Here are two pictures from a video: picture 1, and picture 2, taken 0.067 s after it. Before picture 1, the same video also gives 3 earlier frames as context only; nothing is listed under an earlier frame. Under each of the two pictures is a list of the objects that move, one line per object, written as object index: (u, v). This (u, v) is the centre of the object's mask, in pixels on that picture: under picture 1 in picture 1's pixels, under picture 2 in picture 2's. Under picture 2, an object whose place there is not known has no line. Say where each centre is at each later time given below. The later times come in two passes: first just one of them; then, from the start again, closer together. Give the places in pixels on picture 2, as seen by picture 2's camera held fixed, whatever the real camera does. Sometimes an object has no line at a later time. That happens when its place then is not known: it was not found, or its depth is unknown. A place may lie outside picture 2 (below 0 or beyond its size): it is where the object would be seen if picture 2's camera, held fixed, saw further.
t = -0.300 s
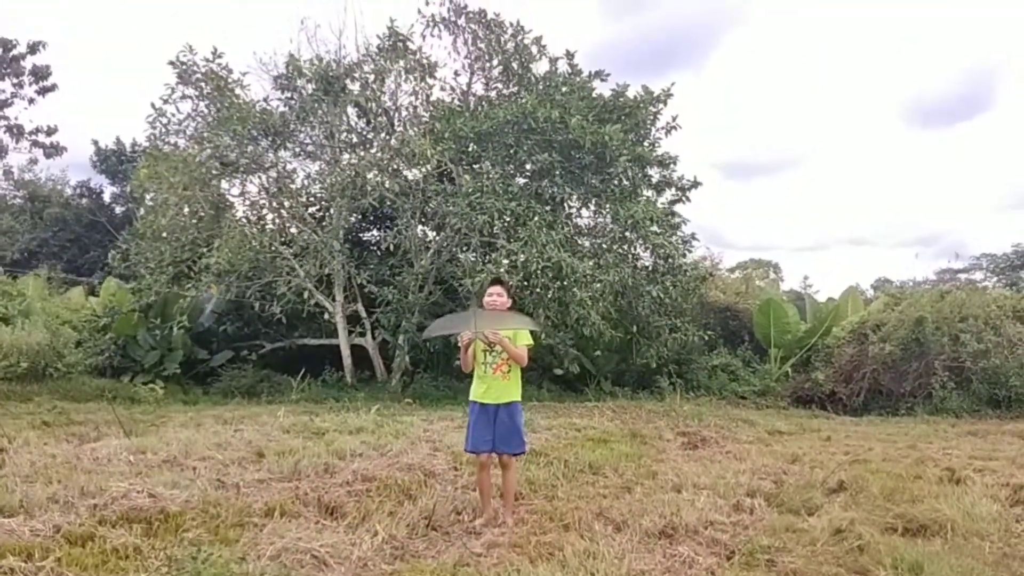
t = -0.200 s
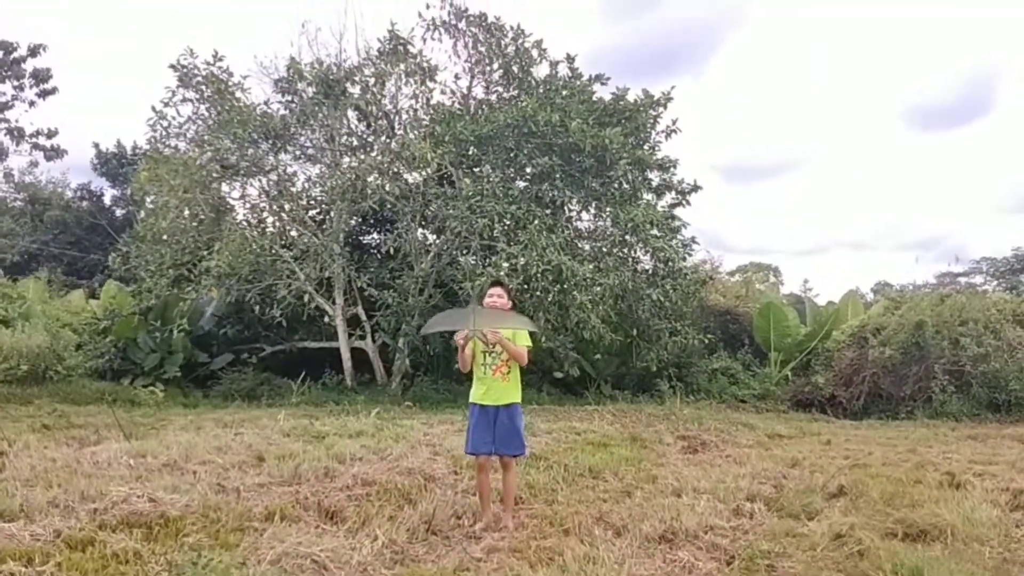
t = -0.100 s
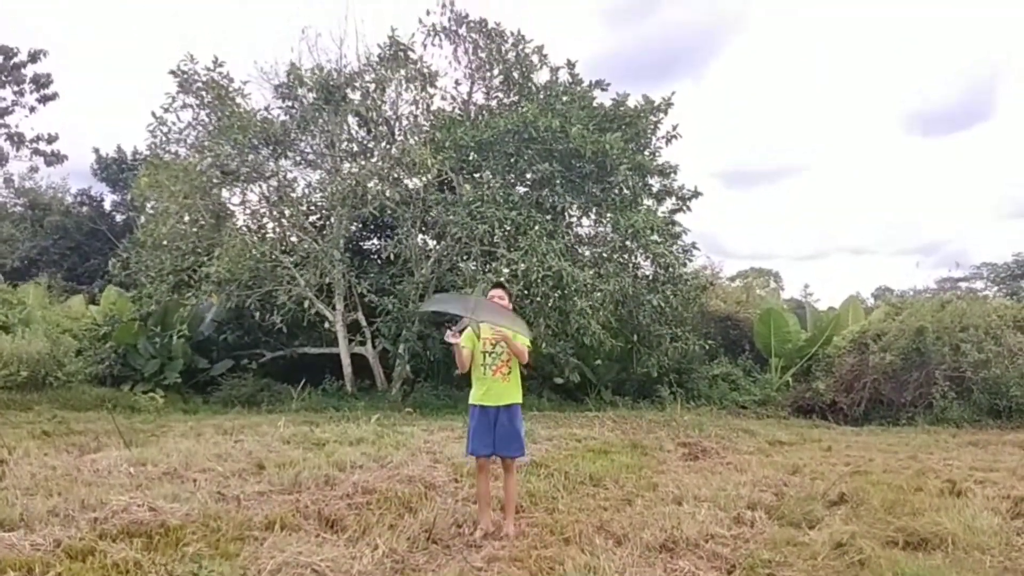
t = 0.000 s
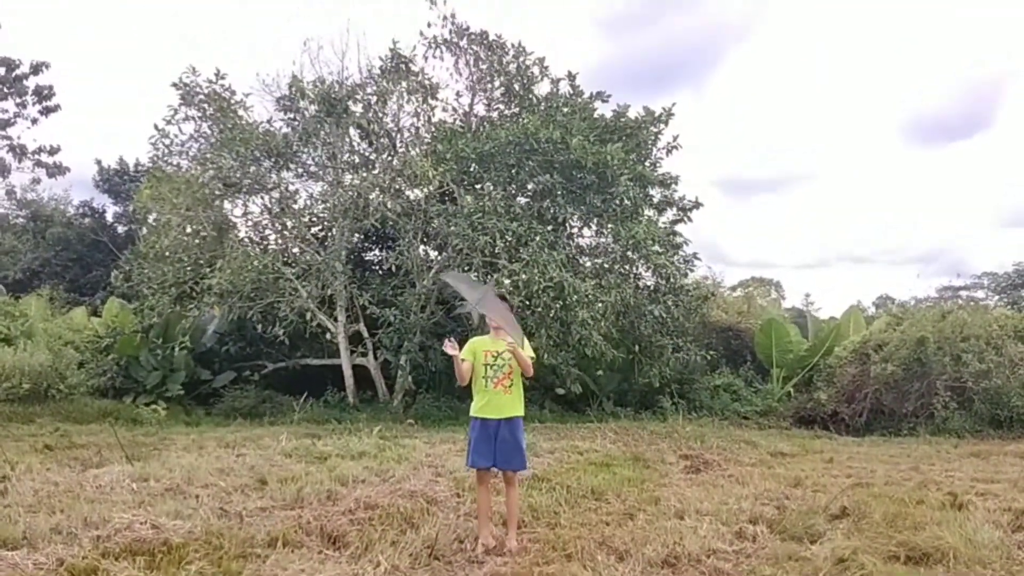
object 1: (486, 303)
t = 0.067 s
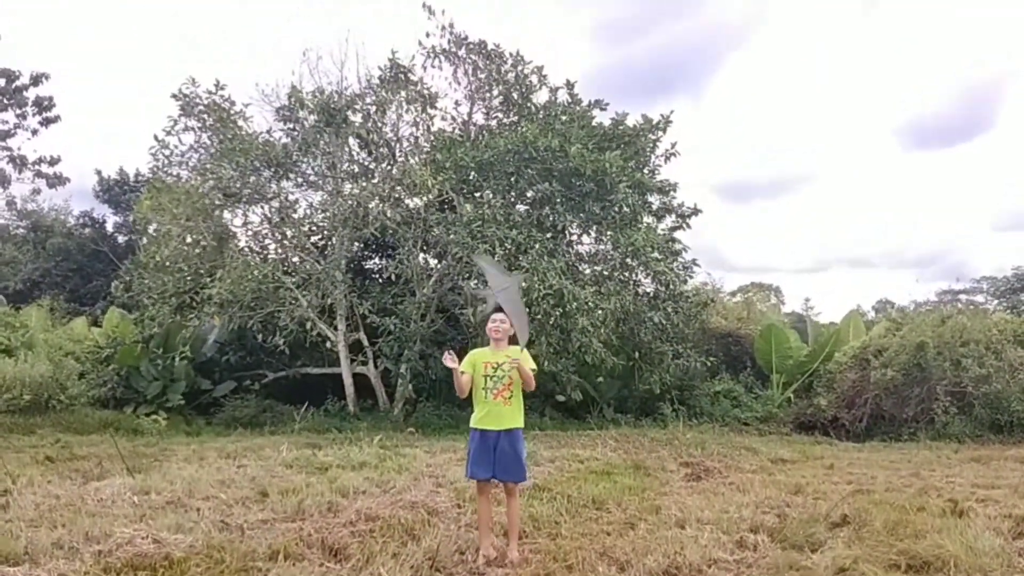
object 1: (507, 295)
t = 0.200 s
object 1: (588, 280)
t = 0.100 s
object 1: (521, 289)
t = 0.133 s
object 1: (539, 283)
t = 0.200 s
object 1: (588, 280)
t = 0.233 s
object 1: (615, 279)
